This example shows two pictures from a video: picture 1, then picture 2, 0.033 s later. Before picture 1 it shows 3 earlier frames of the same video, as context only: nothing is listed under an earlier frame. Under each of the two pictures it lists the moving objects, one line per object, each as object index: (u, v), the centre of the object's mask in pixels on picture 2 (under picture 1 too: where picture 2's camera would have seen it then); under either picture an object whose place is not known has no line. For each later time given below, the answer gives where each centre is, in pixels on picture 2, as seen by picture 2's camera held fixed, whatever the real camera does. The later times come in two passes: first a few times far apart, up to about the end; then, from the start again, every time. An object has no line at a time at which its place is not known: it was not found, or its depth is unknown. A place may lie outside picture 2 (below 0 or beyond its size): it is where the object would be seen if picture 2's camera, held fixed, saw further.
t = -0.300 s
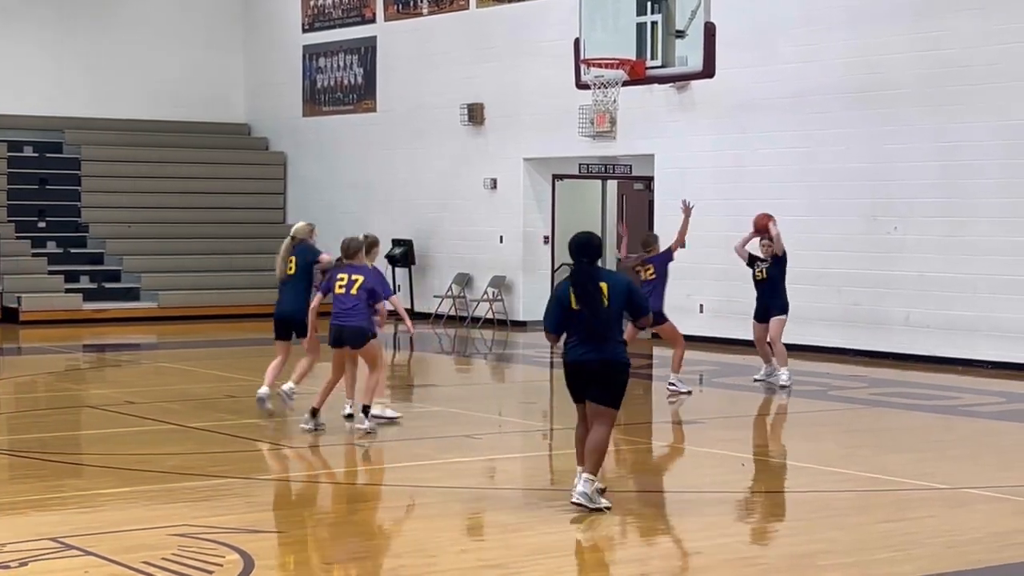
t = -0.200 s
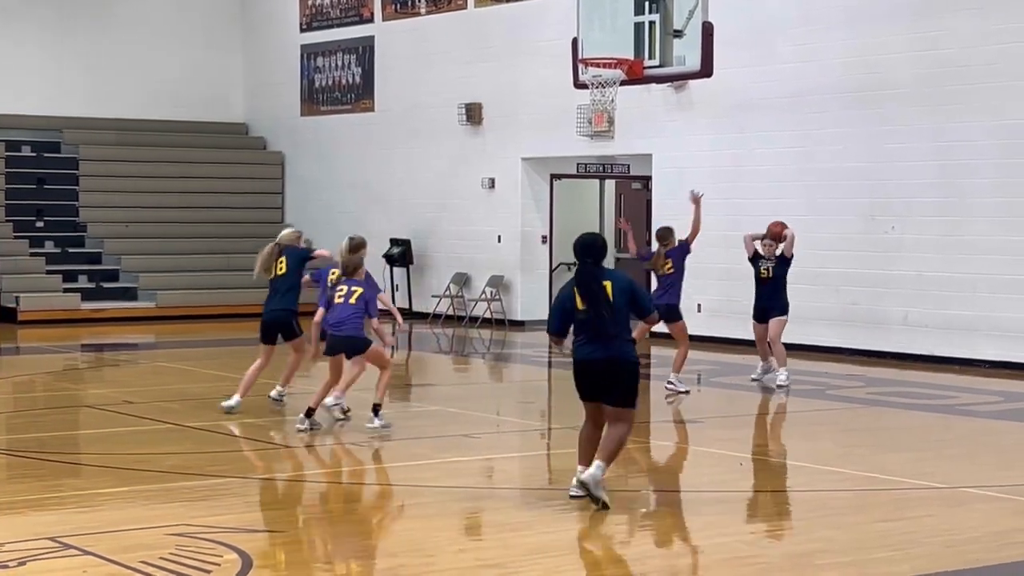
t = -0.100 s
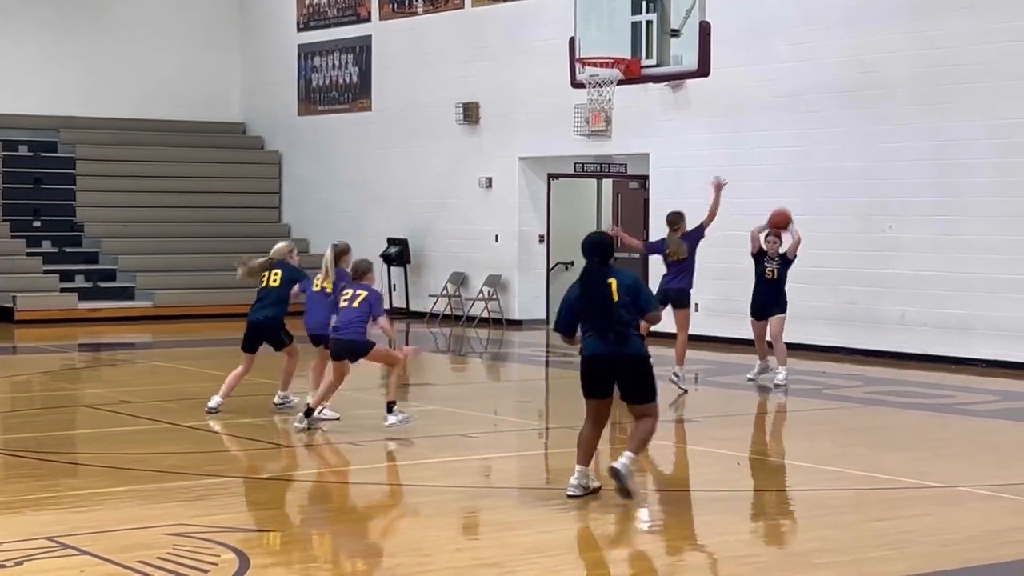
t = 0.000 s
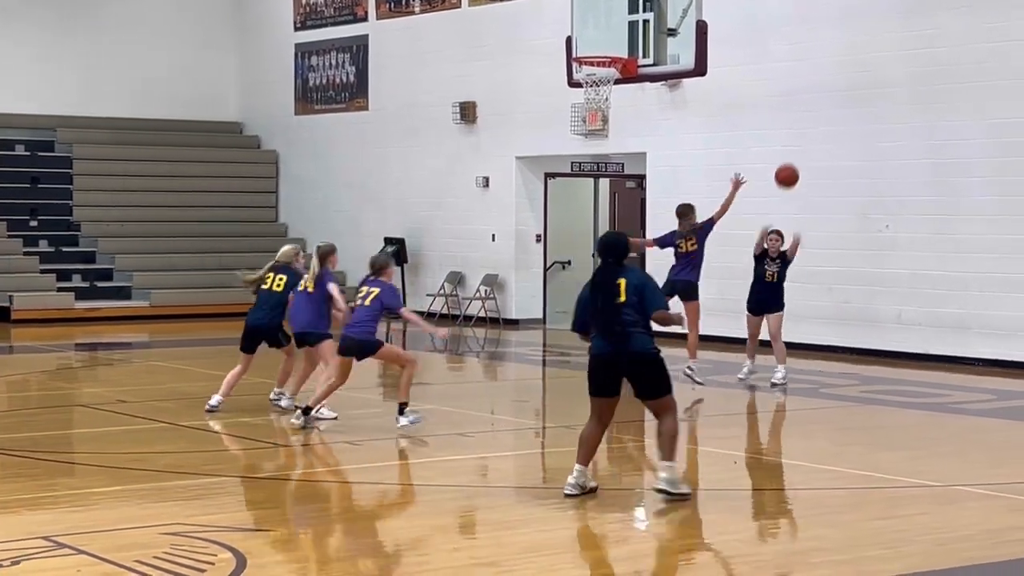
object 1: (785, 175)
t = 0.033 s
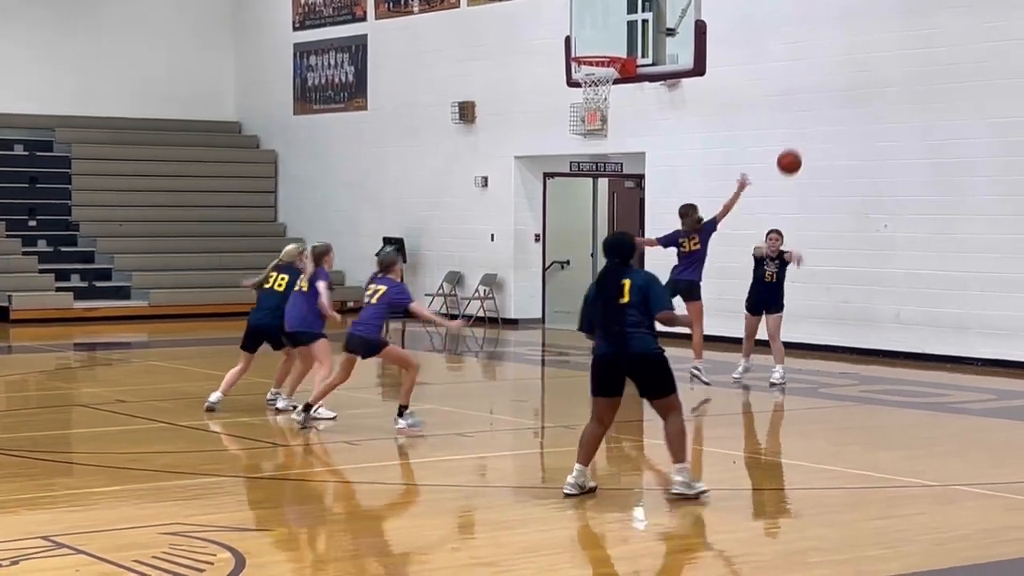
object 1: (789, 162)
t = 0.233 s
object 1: (814, 99)
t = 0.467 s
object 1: (849, 74)
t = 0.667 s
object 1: (886, 108)
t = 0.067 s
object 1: (793, 149)
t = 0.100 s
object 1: (797, 137)
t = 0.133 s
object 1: (801, 126)
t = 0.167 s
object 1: (805, 116)
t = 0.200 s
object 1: (809, 107)
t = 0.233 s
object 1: (814, 99)
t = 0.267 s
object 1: (819, 92)
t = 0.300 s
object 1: (824, 85)
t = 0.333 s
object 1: (828, 81)
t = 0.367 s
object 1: (833, 77)
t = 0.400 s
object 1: (839, 75)
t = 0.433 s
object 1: (844, 74)
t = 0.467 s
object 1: (849, 74)
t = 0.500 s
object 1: (855, 76)
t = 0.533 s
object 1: (861, 79)
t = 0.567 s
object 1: (867, 84)
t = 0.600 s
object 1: (873, 90)
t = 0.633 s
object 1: (880, 98)
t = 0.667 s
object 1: (886, 108)
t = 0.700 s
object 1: (893, 120)
